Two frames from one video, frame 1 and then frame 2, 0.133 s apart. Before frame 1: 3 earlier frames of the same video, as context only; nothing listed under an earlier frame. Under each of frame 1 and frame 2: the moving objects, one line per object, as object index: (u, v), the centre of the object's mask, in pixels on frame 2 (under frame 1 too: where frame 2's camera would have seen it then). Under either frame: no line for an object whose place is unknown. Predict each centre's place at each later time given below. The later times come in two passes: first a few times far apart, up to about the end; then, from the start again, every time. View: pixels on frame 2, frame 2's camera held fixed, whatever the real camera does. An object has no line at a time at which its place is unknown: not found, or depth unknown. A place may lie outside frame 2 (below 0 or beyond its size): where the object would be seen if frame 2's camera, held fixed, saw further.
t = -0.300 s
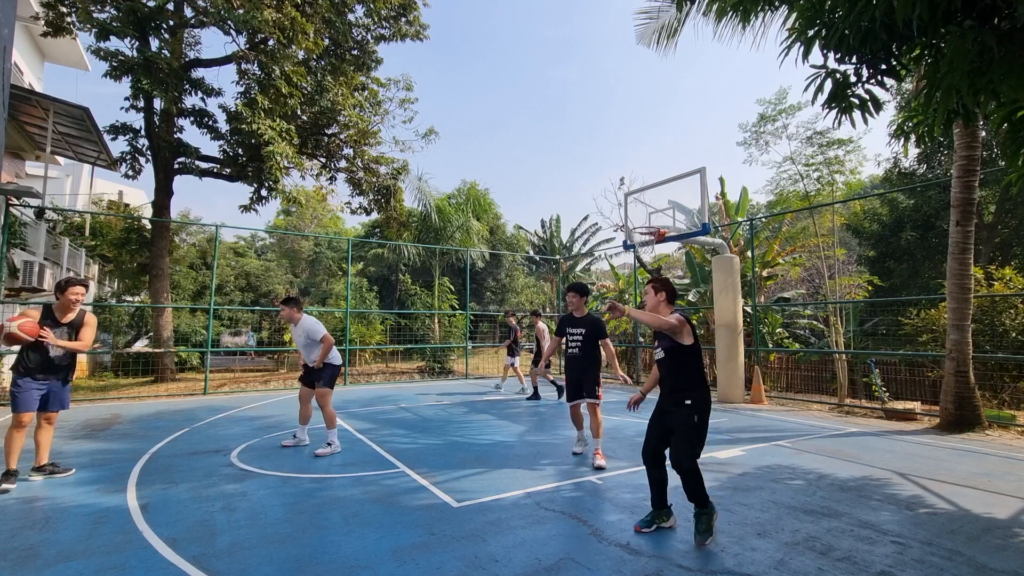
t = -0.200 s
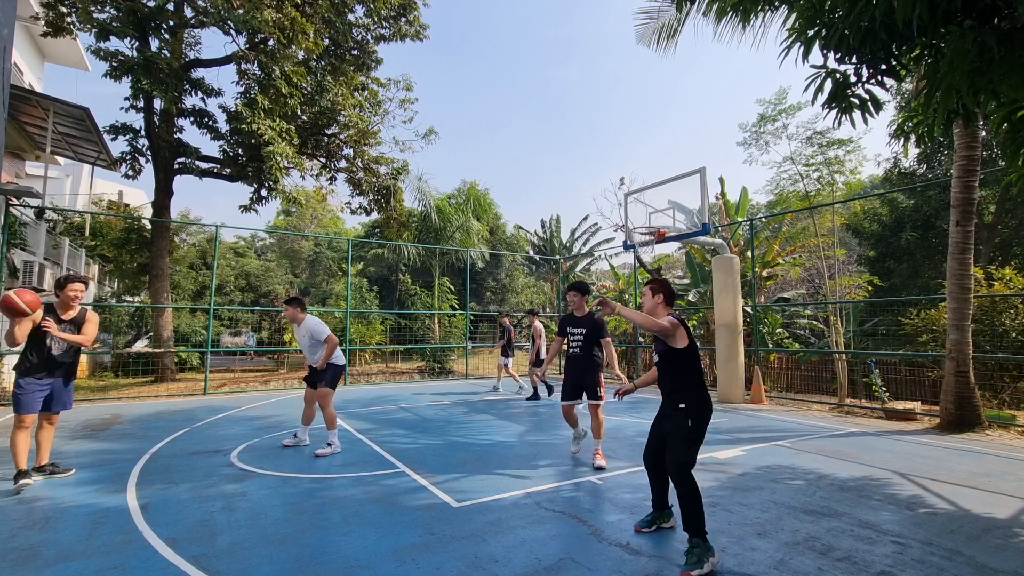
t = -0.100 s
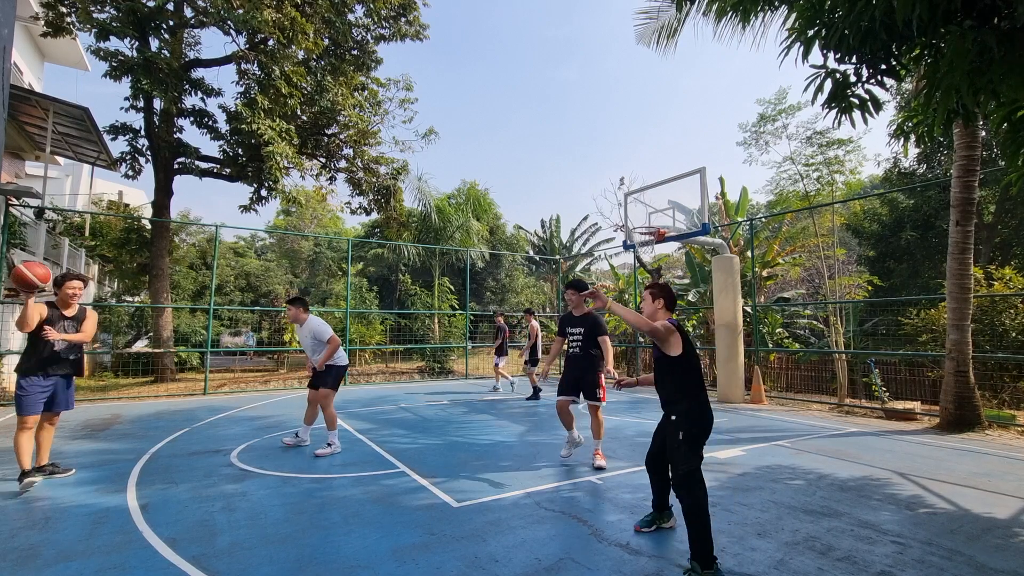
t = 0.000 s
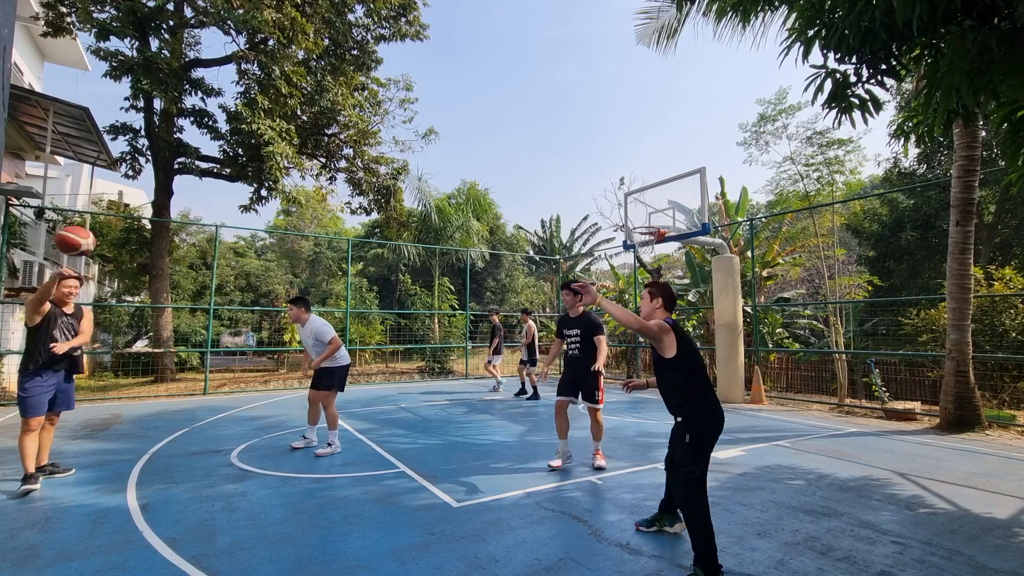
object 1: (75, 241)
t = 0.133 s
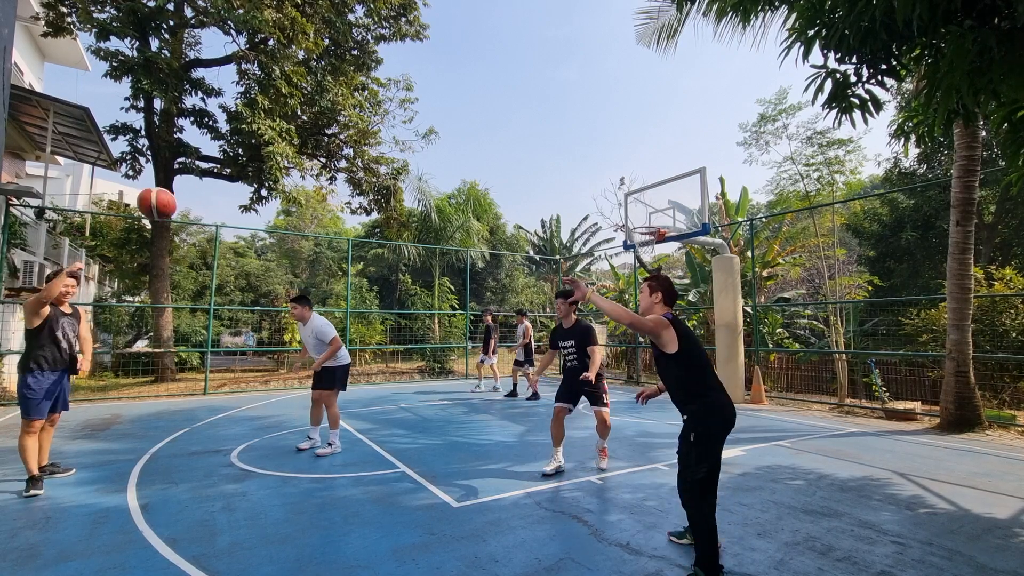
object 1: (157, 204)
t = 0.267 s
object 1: (248, 186)
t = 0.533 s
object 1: (475, 231)
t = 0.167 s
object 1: (178, 197)
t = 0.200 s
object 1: (201, 192)
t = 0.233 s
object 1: (224, 188)
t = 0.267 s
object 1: (248, 186)
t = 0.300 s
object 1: (273, 186)
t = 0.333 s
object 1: (299, 187)
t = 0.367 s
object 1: (325, 189)
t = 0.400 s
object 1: (353, 194)
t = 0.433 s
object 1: (381, 200)
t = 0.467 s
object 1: (411, 208)
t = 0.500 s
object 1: (442, 218)
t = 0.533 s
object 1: (475, 231)
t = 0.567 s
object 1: (509, 246)
